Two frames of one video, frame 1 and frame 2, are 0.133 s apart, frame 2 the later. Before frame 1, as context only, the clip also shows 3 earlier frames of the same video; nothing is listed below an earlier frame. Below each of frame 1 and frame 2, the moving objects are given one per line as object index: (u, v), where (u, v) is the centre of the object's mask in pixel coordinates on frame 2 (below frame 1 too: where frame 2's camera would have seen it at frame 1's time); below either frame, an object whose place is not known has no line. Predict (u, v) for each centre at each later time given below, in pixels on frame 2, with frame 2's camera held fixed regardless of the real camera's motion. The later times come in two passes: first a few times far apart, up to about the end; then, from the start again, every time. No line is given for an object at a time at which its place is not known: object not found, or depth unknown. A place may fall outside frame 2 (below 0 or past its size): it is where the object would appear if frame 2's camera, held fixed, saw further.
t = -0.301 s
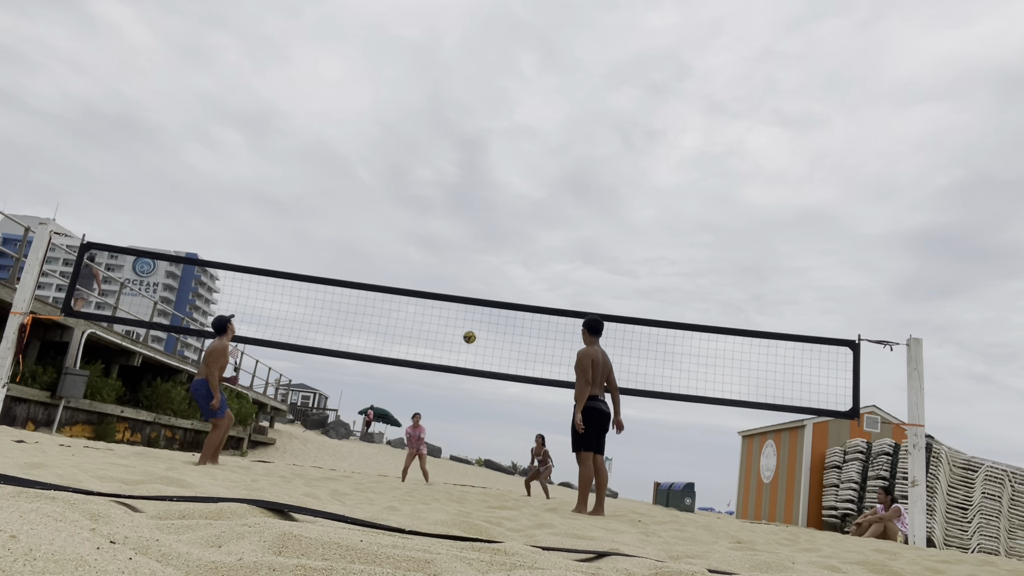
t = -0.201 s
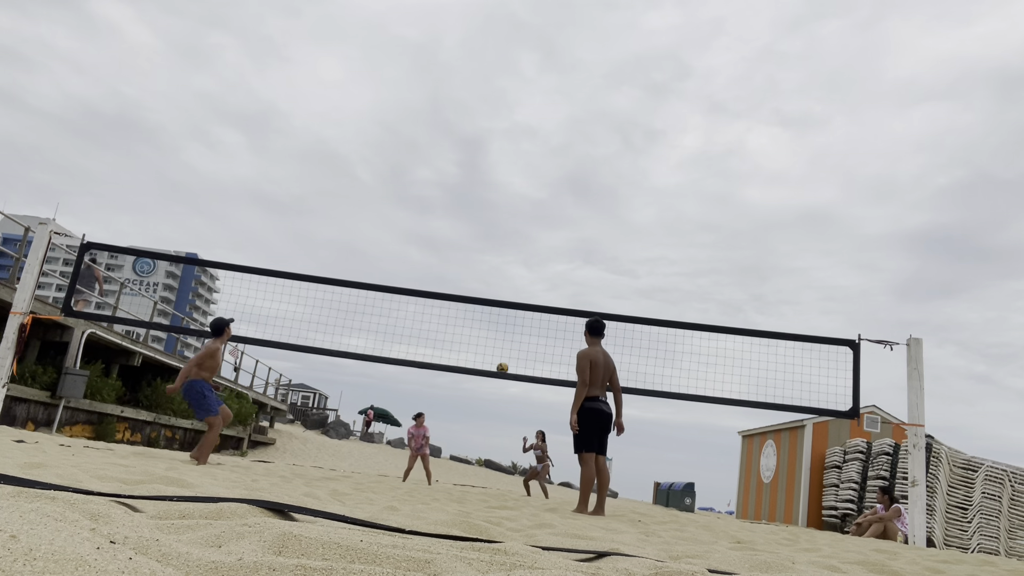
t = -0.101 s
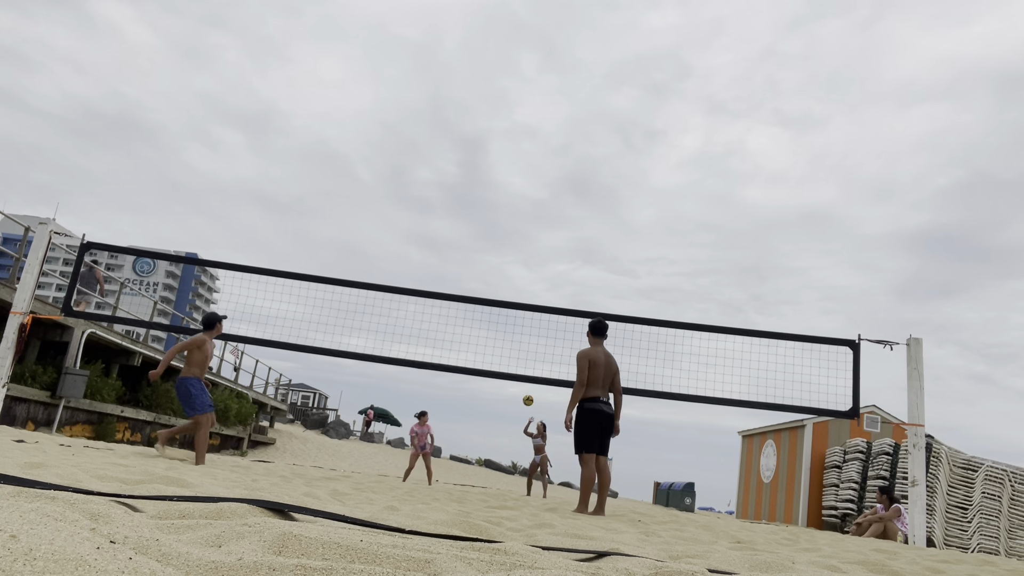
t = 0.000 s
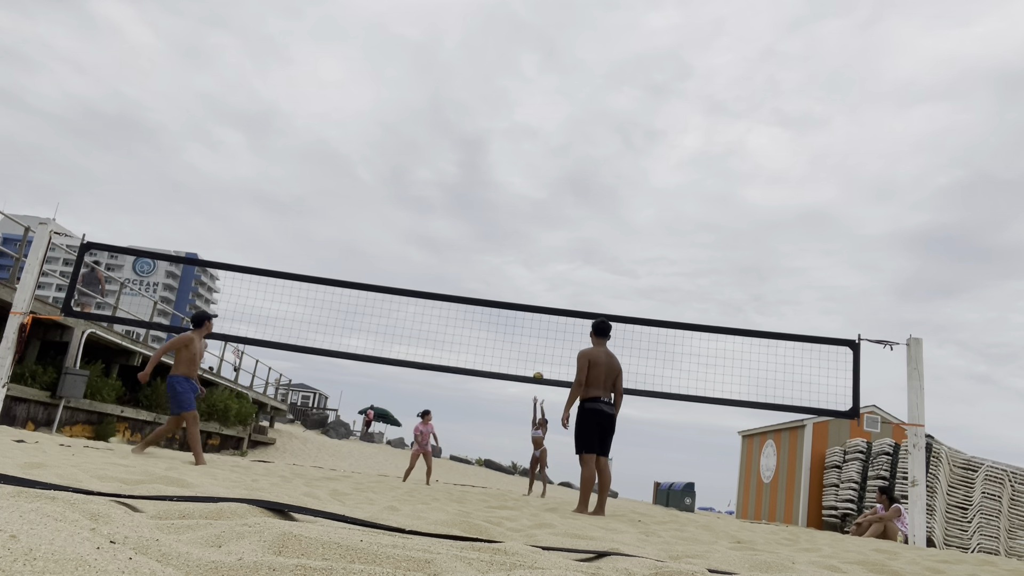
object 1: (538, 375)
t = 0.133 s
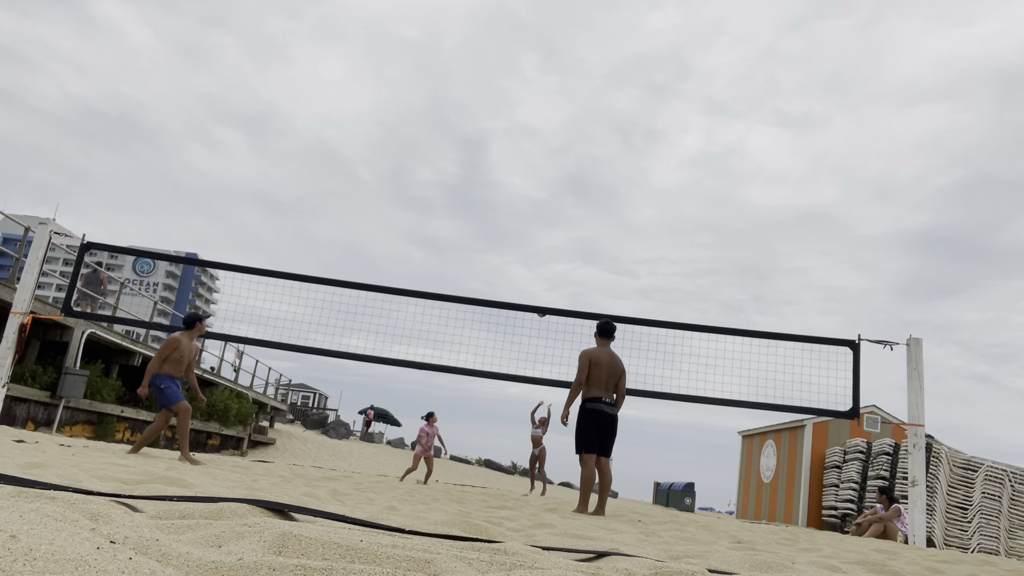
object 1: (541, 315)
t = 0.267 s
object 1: (545, 257)
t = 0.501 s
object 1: (548, 182)
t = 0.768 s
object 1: (550, 131)
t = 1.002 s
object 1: (548, 113)
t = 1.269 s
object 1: (543, 123)
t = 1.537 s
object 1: (532, 169)
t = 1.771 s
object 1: (518, 242)
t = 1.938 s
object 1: (503, 314)
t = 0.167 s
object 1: (542, 297)
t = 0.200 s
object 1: (543, 283)
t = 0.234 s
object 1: (544, 270)
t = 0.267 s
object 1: (545, 257)
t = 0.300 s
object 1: (545, 244)
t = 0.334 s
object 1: (546, 233)
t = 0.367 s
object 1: (546, 221)
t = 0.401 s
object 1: (547, 211)
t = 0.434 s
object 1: (547, 201)
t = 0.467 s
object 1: (548, 191)
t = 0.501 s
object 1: (548, 182)
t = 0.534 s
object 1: (548, 174)
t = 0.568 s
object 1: (549, 166)
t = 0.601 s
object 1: (549, 159)
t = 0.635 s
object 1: (549, 152)
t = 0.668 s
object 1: (549, 146)
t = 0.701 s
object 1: (549, 140)
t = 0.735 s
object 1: (549, 135)
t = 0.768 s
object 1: (550, 131)
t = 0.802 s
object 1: (549, 127)
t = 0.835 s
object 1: (549, 123)
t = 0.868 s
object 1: (549, 120)
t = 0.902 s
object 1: (549, 117)
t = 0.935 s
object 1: (549, 115)
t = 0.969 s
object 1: (549, 114)
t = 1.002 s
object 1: (548, 113)
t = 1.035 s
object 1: (548, 112)
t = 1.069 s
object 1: (547, 112)
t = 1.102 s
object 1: (547, 113)
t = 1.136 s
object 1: (546, 114)
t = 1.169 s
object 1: (545, 115)
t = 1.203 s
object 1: (545, 118)
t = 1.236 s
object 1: (544, 120)
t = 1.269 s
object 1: (543, 123)
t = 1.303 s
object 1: (542, 127)
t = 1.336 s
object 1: (540, 132)
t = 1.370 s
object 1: (539, 136)
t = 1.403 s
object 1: (538, 142)
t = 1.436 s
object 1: (537, 148)
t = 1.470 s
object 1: (535, 154)
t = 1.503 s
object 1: (533, 162)
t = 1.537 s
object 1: (532, 169)
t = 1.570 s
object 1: (530, 178)
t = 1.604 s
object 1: (528, 187)
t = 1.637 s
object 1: (526, 197)
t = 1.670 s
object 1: (524, 207)
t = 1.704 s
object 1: (522, 218)
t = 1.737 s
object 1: (520, 230)
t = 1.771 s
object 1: (518, 242)
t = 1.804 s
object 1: (515, 255)
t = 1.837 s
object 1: (512, 269)
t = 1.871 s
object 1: (509, 283)
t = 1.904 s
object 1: (506, 298)
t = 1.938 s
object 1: (503, 314)
